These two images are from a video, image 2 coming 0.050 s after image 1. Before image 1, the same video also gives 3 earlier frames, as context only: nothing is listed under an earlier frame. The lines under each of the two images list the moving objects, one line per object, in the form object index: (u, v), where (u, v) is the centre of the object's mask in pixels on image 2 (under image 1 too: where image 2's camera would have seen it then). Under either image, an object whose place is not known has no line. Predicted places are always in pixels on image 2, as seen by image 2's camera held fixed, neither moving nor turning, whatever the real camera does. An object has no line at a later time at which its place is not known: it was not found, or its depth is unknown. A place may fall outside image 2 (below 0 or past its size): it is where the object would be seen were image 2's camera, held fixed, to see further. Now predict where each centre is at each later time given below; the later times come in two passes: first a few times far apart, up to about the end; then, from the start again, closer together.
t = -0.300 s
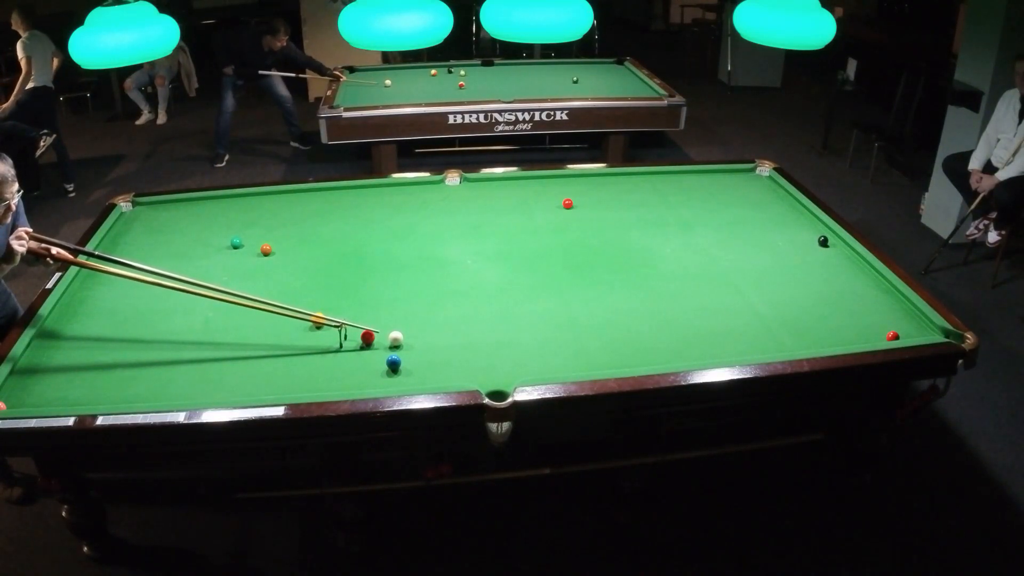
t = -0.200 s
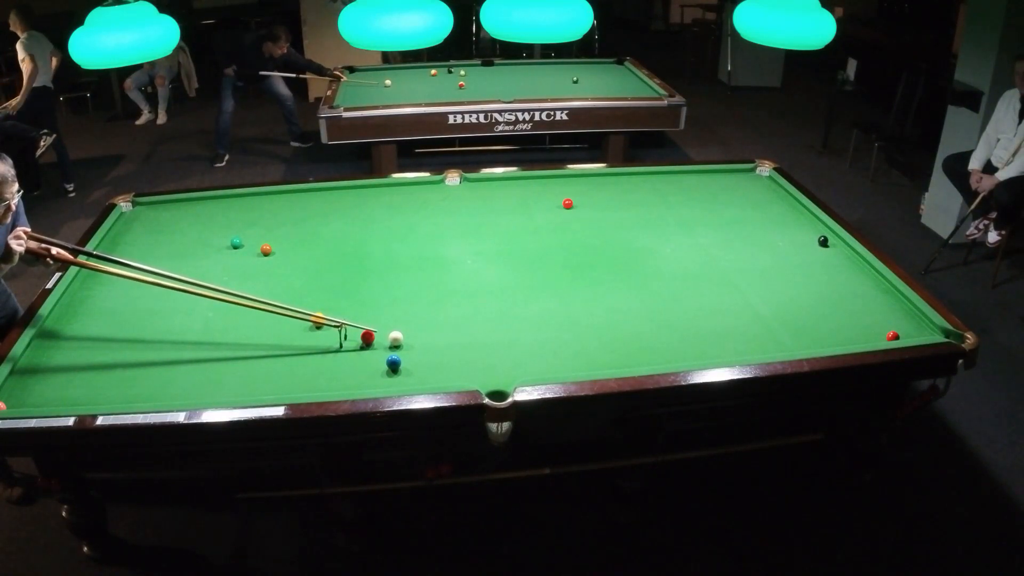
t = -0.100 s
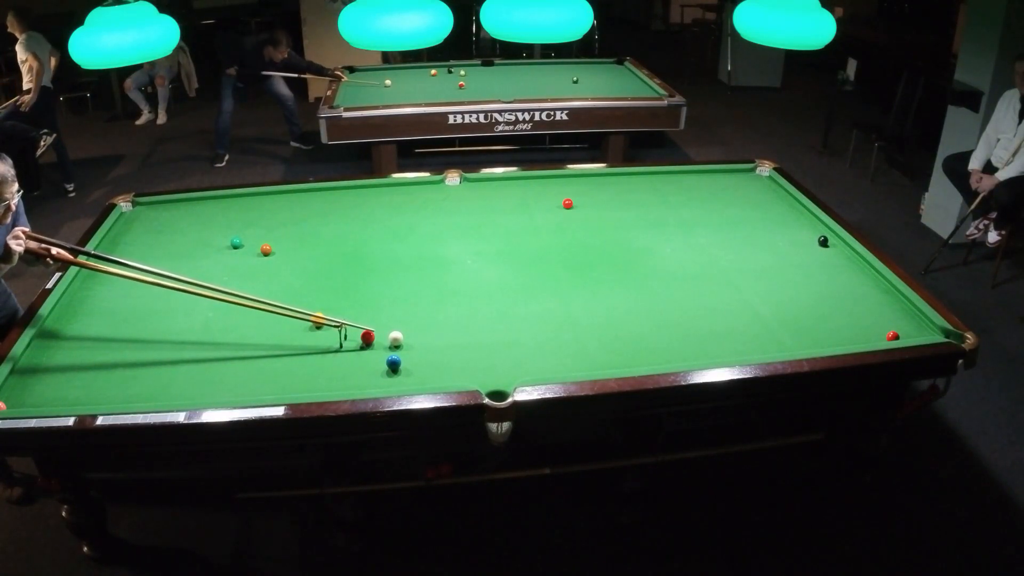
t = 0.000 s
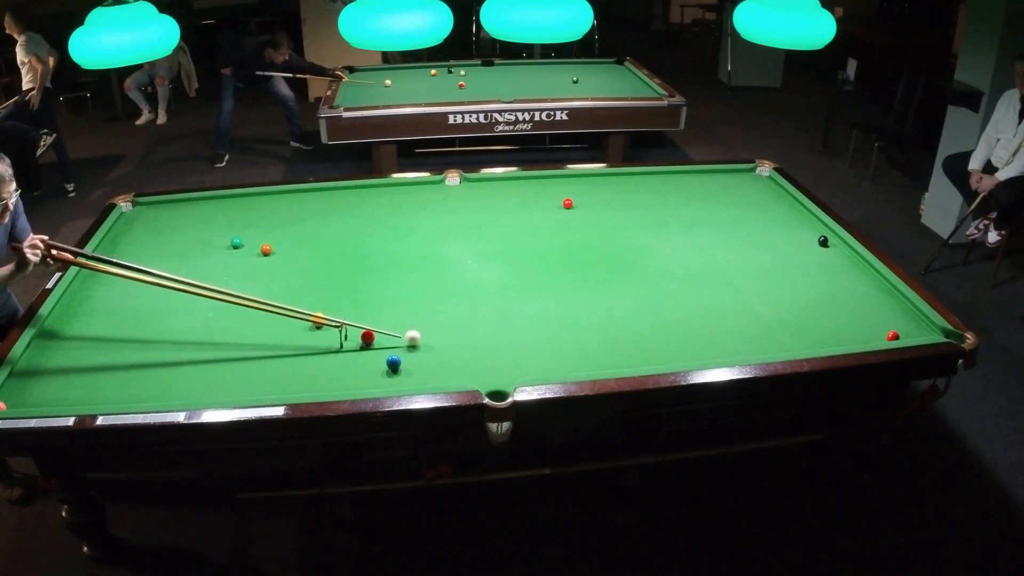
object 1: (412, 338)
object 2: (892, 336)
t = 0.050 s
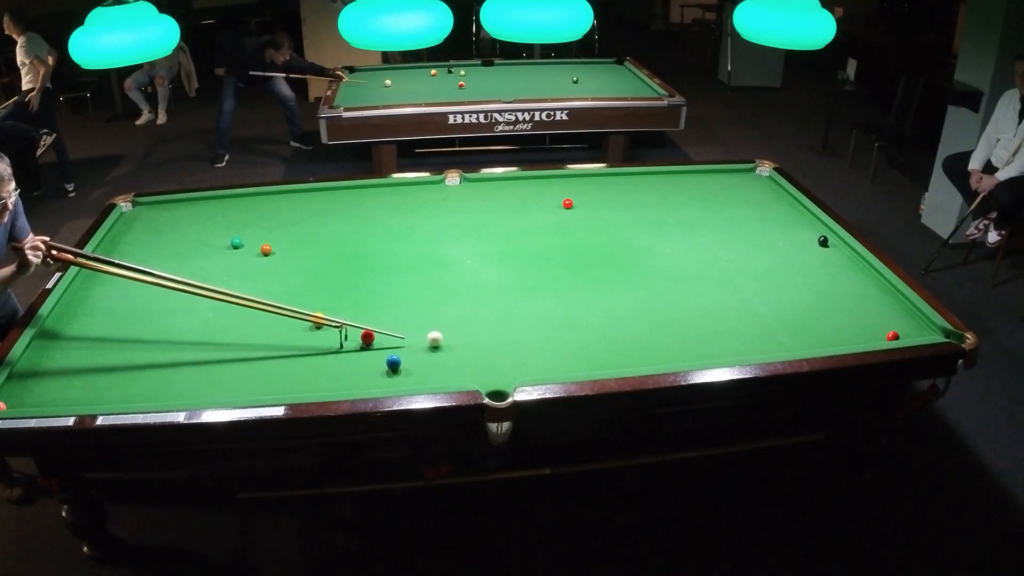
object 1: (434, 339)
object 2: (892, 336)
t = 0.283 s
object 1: (536, 342)
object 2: (892, 336)
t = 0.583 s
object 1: (662, 342)
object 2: (892, 336)
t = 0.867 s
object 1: (773, 342)
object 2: (892, 336)
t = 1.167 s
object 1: (877, 339)
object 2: (892, 336)
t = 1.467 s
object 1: (896, 336)
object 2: (936, 329)
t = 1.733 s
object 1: (910, 334)
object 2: (919, 329)
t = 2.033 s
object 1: (923, 332)
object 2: (893, 318)
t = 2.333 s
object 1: (934, 330)
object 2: (870, 308)
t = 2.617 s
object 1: (939, 331)
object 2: (851, 300)
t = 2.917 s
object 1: (939, 333)
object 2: (833, 292)
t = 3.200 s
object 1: (939, 333)
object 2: (818, 285)
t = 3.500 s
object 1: (939, 333)
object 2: (805, 279)
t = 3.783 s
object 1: (939, 333)
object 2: (795, 274)
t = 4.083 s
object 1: (939, 333)
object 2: (785, 270)
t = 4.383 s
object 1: (939, 333)
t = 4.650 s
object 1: (939, 333)
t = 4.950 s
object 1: (939, 333)
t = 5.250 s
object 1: (939, 333)
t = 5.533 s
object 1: (939, 333)
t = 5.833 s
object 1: (939, 333)
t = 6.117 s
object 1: (939, 333)
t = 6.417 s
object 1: (939, 333)
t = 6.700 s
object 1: (939, 333)
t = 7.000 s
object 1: (939, 333)
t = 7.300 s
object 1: (939, 333)
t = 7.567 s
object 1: (939, 333)
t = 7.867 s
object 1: (939, 333)
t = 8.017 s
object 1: (939, 333)
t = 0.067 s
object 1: (442, 340)
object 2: (892, 336)
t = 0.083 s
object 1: (449, 340)
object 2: (892, 336)
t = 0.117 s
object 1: (463, 340)
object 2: (892, 336)
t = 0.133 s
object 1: (471, 340)
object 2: (892, 336)
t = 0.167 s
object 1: (485, 341)
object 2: (892, 336)
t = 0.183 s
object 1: (493, 341)
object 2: (892, 336)
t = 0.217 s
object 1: (507, 341)
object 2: (892, 336)
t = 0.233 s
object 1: (514, 341)
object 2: (892, 336)
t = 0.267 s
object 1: (529, 341)
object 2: (892, 336)
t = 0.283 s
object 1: (536, 342)
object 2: (892, 336)
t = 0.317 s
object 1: (550, 341)
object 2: (892, 336)
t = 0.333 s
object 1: (557, 342)
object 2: (892, 336)
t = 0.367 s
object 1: (572, 342)
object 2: (892, 336)
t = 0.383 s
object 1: (579, 342)
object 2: (892, 336)
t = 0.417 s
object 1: (593, 342)
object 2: (892, 336)
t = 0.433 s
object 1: (600, 342)
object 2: (892, 336)
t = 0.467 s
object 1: (614, 342)
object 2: (892, 336)
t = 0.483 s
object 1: (621, 342)
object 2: (892, 336)
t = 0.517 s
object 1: (635, 342)
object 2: (892, 336)
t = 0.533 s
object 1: (642, 342)
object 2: (892, 336)
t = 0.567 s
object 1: (655, 342)
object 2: (892, 336)
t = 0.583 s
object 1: (662, 342)
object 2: (892, 336)
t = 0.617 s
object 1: (676, 342)
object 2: (892, 336)
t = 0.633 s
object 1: (682, 342)
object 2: (892, 336)
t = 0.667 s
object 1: (696, 343)
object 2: (892, 336)
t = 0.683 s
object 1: (702, 343)
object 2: (892, 336)
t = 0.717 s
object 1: (715, 343)
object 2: (892, 336)
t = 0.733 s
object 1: (722, 343)
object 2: (892, 336)
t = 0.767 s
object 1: (735, 343)
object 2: (892, 336)
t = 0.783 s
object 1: (741, 343)
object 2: (892, 336)
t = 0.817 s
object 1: (754, 342)
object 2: (892, 336)
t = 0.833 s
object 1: (760, 343)
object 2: (892, 336)
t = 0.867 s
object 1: (773, 342)
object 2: (892, 336)
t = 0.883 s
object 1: (779, 343)
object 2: (892, 336)
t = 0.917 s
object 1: (791, 342)
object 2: (892, 336)
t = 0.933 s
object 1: (797, 342)
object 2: (892, 336)
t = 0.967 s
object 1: (809, 342)
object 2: (892, 336)
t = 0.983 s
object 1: (815, 342)
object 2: (892, 336)
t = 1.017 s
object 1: (827, 341)
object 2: (892, 336)
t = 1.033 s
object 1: (832, 341)
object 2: (892, 336)
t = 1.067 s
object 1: (844, 340)
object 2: (892, 336)
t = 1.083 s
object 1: (849, 340)
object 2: (892, 336)
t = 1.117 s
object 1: (861, 340)
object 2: (892, 336)
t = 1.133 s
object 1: (866, 340)
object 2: (892, 336)
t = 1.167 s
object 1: (877, 339)
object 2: (892, 336)
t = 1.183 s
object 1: (880, 338)
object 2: (893, 336)
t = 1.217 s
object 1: (882, 338)
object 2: (899, 335)
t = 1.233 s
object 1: (883, 338)
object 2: (902, 334)
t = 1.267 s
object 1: (884, 338)
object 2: (907, 334)
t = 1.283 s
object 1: (885, 338)
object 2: (910, 333)
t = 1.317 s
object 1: (887, 337)
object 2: (915, 332)
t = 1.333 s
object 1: (888, 337)
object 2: (918, 332)
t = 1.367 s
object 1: (890, 337)
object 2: (922, 331)
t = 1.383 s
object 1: (891, 337)
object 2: (925, 331)
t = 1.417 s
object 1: (893, 336)
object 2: (929, 330)
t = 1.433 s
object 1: (894, 336)
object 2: (932, 330)
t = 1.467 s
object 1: (896, 336)
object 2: (936, 329)
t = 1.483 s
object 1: (897, 336)
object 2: (936, 329)
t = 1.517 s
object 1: (899, 336)
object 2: (934, 330)
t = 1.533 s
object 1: (899, 335)
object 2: (933, 331)
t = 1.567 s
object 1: (901, 335)
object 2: (932, 332)
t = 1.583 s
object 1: (902, 335)
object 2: (931, 333)
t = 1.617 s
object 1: (904, 335)
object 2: (928, 332)
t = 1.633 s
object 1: (904, 335)
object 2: (927, 332)
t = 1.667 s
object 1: (906, 334)
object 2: (924, 331)
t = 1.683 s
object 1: (907, 334)
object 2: (922, 331)
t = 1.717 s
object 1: (908, 334)
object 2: (920, 330)
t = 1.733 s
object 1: (910, 334)
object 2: (919, 329)
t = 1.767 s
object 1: (911, 334)
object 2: (916, 326)
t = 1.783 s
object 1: (912, 333)
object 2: (914, 325)
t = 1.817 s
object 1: (914, 333)
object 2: (910, 325)
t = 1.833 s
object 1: (914, 333)
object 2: (908, 325)
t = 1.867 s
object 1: (915, 333)
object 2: (906, 324)
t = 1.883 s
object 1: (916, 333)
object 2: (905, 324)
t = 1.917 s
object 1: (918, 333)
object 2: (902, 322)
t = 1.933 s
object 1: (918, 332)
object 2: (901, 322)
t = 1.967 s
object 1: (920, 332)
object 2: (898, 320)
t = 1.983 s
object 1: (921, 332)
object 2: (896, 320)
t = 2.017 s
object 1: (922, 332)
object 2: (894, 319)
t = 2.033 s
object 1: (923, 332)
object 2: (893, 318)
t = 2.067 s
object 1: (924, 332)
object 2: (890, 317)
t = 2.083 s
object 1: (925, 332)
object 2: (888, 316)
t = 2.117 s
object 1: (926, 331)
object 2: (886, 315)
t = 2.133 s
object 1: (927, 331)
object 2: (885, 314)
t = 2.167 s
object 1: (928, 331)
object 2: (882, 313)
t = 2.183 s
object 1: (929, 331)
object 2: (881, 313)
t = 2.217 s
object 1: (930, 331)
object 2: (878, 312)
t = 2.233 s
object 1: (931, 330)
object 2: (877, 311)
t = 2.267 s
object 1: (932, 330)
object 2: (874, 310)
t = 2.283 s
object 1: (932, 330)
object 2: (873, 310)
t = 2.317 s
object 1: (934, 330)
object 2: (871, 309)
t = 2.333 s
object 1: (934, 330)
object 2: (870, 308)
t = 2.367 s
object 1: (935, 330)
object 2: (867, 307)
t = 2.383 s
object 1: (936, 330)
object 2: (866, 306)
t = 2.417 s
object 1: (937, 330)
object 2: (864, 306)
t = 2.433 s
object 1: (938, 330)
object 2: (863, 305)
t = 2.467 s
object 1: (938, 330)
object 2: (860, 304)
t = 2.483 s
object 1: (938, 330)
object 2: (859, 304)
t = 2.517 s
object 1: (939, 330)
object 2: (857, 302)
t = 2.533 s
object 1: (939, 331)
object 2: (856, 302)
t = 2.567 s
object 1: (938, 331)
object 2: (854, 301)
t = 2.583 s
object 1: (939, 331)
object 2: (853, 301)
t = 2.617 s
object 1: (939, 331)
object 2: (851, 300)
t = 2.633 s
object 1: (939, 331)
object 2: (850, 299)
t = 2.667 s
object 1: (939, 332)
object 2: (847, 298)
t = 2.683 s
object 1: (938, 332)
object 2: (846, 298)
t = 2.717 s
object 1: (939, 332)
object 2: (844, 297)
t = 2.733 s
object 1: (939, 332)
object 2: (843, 297)
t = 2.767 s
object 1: (939, 332)
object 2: (841, 296)
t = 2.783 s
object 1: (939, 332)
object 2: (840, 295)
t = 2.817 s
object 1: (939, 333)
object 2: (838, 294)
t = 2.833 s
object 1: (939, 333)
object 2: (837, 294)
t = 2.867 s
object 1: (939, 333)
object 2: (835, 293)
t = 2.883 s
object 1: (939, 333)
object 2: (835, 292)
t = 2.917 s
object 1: (939, 333)
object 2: (833, 292)
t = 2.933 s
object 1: (939, 333)
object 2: (832, 291)
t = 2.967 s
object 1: (939, 333)
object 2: (830, 291)
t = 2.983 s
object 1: (939, 333)
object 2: (829, 290)
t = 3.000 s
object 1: (939, 333)
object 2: (828, 290)
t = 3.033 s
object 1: (939, 333)
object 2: (826, 289)
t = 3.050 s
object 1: (939, 333)
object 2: (826, 289)
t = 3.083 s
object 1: (939, 333)
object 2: (824, 288)
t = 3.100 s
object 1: (939, 333)
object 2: (823, 287)
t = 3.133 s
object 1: (939, 333)
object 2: (821, 287)
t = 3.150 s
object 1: (939, 333)
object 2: (821, 286)
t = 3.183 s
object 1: (939, 333)
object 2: (819, 286)
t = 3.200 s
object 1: (939, 333)
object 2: (818, 285)
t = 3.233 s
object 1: (939, 333)
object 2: (817, 285)
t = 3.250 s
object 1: (939, 333)
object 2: (816, 284)
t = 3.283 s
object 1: (939, 333)
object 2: (814, 284)
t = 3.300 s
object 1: (939, 333)
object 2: (814, 283)
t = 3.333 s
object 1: (939, 333)
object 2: (812, 282)
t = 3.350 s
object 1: (939, 333)
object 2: (811, 282)
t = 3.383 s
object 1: (939, 333)
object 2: (810, 281)
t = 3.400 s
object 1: (939, 333)
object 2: (809, 281)
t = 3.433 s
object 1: (939, 333)
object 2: (808, 280)
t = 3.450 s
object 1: (939, 333)
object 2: (807, 280)
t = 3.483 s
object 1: (939, 333)
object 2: (806, 280)
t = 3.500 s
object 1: (939, 333)
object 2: (805, 279)
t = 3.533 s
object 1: (939, 333)
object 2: (804, 278)
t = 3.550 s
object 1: (939, 333)
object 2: (803, 278)
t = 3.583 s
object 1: (939, 333)
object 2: (802, 278)
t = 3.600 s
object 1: (939, 333)
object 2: (801, 277)
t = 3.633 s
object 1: (939, 333)
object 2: (800, 277)
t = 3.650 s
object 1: (939, 333)
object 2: (799, 276)
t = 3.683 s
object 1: (939, 333)
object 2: (798, 276)
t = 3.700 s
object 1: (939, 333)
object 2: (798, 276)
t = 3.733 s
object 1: (939, 333)
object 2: (796, 275)
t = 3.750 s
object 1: (939, 333)
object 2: (796, 275)
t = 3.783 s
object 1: (939, 333)
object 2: (795, 274)
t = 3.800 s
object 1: (939, 333)
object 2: (794, 274)
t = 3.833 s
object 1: (939, 333)
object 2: (793, 274)
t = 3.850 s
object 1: (939, 333)
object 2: (792, 273)
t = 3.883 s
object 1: (939, 333)
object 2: (791, 273)
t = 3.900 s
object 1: (939, 333)
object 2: (791, 273)
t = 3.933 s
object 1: (939, 333)
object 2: (790, 272)
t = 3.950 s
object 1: (939, 333)
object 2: (789, 272)
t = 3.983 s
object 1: (939, 333)
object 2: (788, 271)
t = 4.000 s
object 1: (939, 333)
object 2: (788, 271)
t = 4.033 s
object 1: (939, 333)
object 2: (787, 271)
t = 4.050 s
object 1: (939, 333)
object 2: (786, 271)
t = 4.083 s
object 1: (939, 333)
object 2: (785, 270)
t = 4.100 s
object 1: (939, 333)
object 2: (785, 270)
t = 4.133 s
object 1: (939, 333)
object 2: (784, 269)
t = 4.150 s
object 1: (939, 333)
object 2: (784, 269)
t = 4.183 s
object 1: (939, 333)
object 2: (783, 269)
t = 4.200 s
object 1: (939, 333)
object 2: (782, 269)
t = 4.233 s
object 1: (939, 333)
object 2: (782, 268)
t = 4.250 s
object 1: (939, 333)
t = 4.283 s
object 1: (939, 333)
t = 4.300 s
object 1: (939, 333)
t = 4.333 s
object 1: (939, 333)
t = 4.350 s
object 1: (939, 333)
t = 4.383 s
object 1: (939, 333)
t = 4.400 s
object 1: (939, 333)
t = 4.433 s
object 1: (939, 333)
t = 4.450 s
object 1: (939, 333)
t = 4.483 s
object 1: (939, 333)
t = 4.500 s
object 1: (939, 333)
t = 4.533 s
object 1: (939, 333)
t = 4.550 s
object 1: (939, 333)
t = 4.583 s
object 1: (939, 333)
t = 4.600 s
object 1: (939, 333)
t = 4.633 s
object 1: (939, 333)
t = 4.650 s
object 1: (939, 333)
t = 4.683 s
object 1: (939, 333)
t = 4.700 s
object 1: (939, 333)
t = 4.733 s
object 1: (939, 333)
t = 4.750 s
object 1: (939, 333)
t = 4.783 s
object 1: (939, 333)
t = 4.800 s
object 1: (939, 333)
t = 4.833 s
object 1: (939, 333)
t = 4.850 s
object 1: (939, 333)
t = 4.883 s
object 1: (939, 333)
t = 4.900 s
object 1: (939, 333)
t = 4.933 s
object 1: (939, 333)
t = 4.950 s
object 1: (939, 333)
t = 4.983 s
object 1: (939, 333)
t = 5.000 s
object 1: (939, 333)
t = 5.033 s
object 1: (939, 333)
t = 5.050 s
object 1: (939, 333)
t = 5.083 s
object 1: (939, 333)
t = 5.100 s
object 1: (939, 333)
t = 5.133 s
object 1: (939, 333)
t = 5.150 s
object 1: (939, 333)
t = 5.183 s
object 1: (939, 333)
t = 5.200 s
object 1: (939, 333)
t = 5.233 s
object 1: (939, 333)
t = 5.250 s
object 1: (939, 333)
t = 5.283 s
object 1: (939, 333)
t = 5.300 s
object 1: (939, 333)
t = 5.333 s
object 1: (939, 333)
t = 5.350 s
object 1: (939, 333)
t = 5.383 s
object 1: (939, 333)
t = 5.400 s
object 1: (939, 333)
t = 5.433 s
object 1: (939, 333)
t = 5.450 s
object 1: (939, 333)
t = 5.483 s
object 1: (939, 333)
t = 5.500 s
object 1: (939, 333)
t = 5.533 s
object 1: (939, 333)
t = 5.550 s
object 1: (939, 333)
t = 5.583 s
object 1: (939, 333)
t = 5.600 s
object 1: (939, 333)
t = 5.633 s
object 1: (939, 333)
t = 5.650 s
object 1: (939, 333)
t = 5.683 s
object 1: (939, 333)
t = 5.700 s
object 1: (939, 333)
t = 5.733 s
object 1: (939, 333)
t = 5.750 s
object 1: (939, 333)
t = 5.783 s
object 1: (939, 333)
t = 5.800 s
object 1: (939, 333)
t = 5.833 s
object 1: (939, 333)
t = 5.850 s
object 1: (939, 333)
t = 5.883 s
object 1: (939, 333)
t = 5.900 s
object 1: (939, 333)
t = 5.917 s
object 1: (939, 333)
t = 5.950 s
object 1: (939, 333)
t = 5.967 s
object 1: (939, 333)
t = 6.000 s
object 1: (939, 333)
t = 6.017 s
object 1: (939, 333)
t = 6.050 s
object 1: (939, 333)
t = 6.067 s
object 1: (939, 333)
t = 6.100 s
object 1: (939, 333)
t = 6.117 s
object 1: (939, 333)
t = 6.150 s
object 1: (939, 333)
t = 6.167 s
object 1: (939, 333)
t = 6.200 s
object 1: (939, 333)
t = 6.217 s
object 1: (939, 333)
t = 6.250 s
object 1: (939, 333)
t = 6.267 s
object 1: (939, 333)
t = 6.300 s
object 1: (939, 333)
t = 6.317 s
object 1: (939, 333)
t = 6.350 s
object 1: (939, 333)
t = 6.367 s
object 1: (939, 333)
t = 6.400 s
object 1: (939, 333)
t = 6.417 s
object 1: (939, 333)
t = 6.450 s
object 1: (939, 333)
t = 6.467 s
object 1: (939, 333)
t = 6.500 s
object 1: (939, 333)
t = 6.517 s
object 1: (939, 333)
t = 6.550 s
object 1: (939, 333)
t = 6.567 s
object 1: (939, 333)
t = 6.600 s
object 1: (939, 333)
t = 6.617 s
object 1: (939, 333)
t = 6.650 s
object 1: (939, 333)
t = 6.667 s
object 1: (939, 333)
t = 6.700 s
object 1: (939, 333)
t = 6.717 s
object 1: (939, 333)
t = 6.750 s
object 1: (939, 333)
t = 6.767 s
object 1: (939, 333)
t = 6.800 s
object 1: (939, 333)
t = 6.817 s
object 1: (939, 333)
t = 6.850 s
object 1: (939, 333)
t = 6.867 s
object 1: (939, 333)
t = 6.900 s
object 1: (939, 333)
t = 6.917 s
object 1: (939, 333)
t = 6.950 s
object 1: (939, 333)
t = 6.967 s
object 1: (939, 333)
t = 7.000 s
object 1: (939, 333)
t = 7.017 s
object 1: (939, 333)
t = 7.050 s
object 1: (939, 333)
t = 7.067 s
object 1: (939, 333)
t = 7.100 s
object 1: (939, 333)
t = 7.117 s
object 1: (939, 333)
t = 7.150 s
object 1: (939, 333)
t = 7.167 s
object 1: (939, 333)
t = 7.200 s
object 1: (939, 333)
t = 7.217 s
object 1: (939, 333)
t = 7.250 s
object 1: (939, 333)
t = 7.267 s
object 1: (939, 333)
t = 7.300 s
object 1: (939, 333)
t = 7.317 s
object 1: (939, 333)
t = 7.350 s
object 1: (939, 333)
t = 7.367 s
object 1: (939, 333)
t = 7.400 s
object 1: (939, 333)
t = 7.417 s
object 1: (939, 333)
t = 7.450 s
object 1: (939, 333)
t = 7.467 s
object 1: (939, 333)
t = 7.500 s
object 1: (939, 333)
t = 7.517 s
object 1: (939, 333)
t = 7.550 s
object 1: (939, 333)
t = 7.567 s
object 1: (939, 333)
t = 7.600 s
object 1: (939, 333)
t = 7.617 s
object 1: (939, 333)
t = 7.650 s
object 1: (939, 333)
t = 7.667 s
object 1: (939, 333)
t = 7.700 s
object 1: (939, 333)
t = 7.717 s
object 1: (939, 333)
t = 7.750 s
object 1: (939, 333)
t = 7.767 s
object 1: (939, 333)
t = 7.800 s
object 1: (939, 333)
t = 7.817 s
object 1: (939, 333)
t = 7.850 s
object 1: (939, 333)
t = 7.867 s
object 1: (939, 333)
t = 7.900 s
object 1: (939, 333)
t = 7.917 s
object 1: (939, 333)
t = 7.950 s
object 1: (939, 333)
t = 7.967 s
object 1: (939, 333)
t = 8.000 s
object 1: (939, 333)
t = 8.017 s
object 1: (939, 333)
